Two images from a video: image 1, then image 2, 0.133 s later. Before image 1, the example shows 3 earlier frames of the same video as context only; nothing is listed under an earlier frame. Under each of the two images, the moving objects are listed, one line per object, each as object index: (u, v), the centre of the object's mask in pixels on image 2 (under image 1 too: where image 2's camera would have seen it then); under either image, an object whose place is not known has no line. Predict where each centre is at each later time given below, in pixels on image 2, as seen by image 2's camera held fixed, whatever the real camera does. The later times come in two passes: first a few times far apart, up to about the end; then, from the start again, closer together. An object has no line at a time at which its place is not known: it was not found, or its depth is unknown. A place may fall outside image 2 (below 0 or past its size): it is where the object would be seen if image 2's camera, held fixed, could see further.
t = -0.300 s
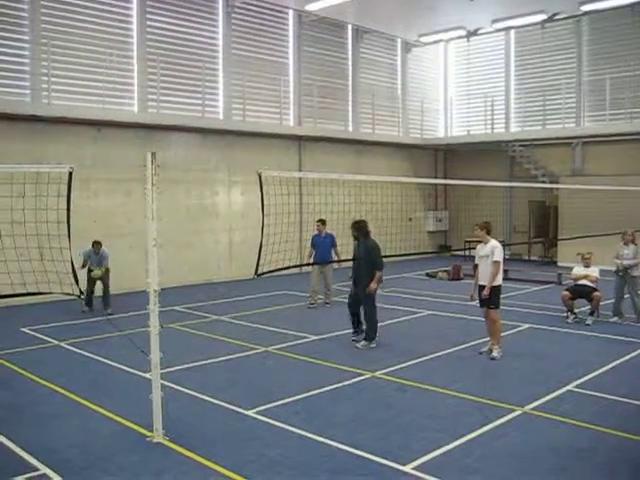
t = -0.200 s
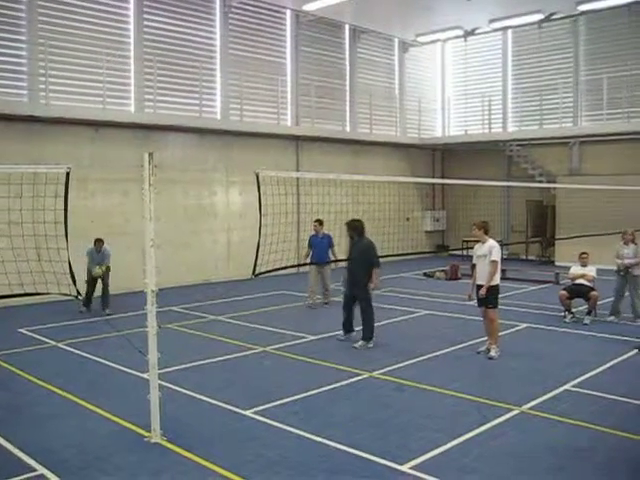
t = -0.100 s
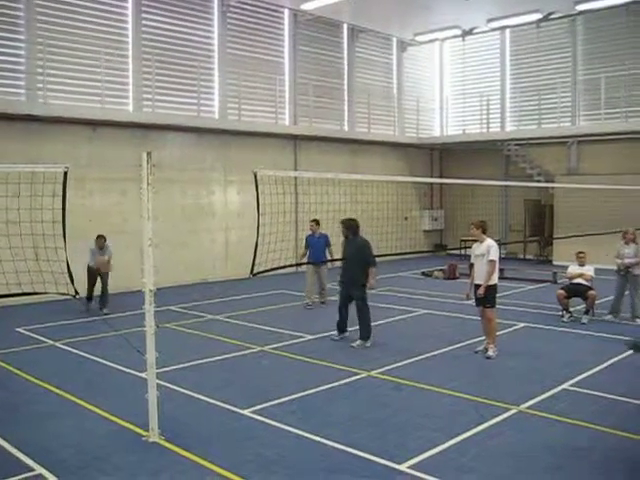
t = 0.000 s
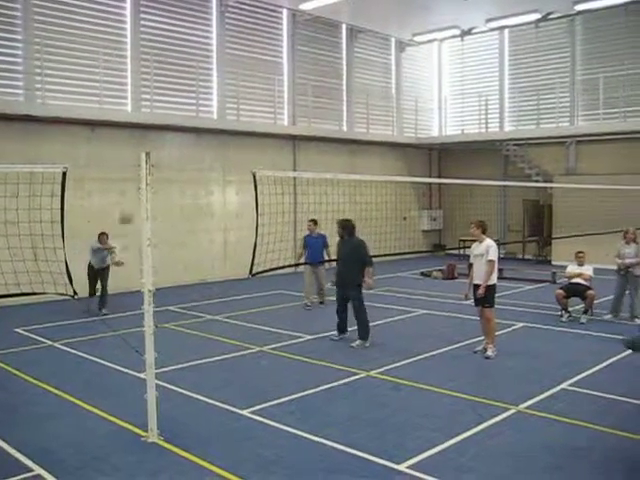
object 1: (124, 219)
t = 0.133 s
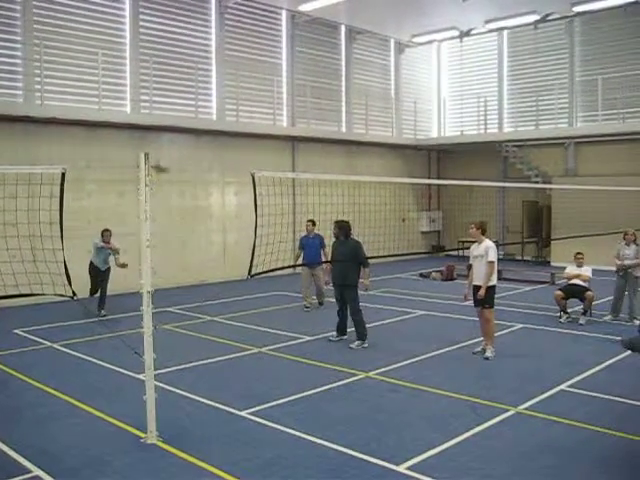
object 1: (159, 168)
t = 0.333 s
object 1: (221, 102)
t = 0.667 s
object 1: (341, 35)
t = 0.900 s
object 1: (442, 33)
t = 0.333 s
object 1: (221, 102)
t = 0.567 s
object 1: (301, 47)
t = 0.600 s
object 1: (311, 42)
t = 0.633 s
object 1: (326, 37)
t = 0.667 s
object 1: (341, 35)
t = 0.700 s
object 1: (356, 33)
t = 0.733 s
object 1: (366, 30)
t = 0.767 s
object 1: (380, 28)
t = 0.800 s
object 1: (396, 28)
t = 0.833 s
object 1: (412, 29)
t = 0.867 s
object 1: (426, 31)
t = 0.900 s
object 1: (442, 33)
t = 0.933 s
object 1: (459, 38)
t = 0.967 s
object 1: (477, 43)
